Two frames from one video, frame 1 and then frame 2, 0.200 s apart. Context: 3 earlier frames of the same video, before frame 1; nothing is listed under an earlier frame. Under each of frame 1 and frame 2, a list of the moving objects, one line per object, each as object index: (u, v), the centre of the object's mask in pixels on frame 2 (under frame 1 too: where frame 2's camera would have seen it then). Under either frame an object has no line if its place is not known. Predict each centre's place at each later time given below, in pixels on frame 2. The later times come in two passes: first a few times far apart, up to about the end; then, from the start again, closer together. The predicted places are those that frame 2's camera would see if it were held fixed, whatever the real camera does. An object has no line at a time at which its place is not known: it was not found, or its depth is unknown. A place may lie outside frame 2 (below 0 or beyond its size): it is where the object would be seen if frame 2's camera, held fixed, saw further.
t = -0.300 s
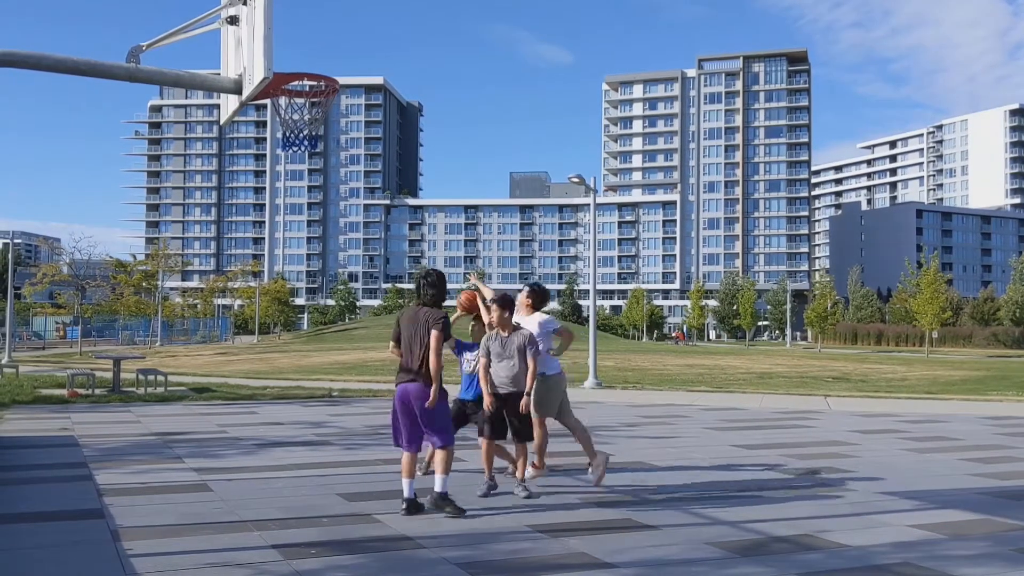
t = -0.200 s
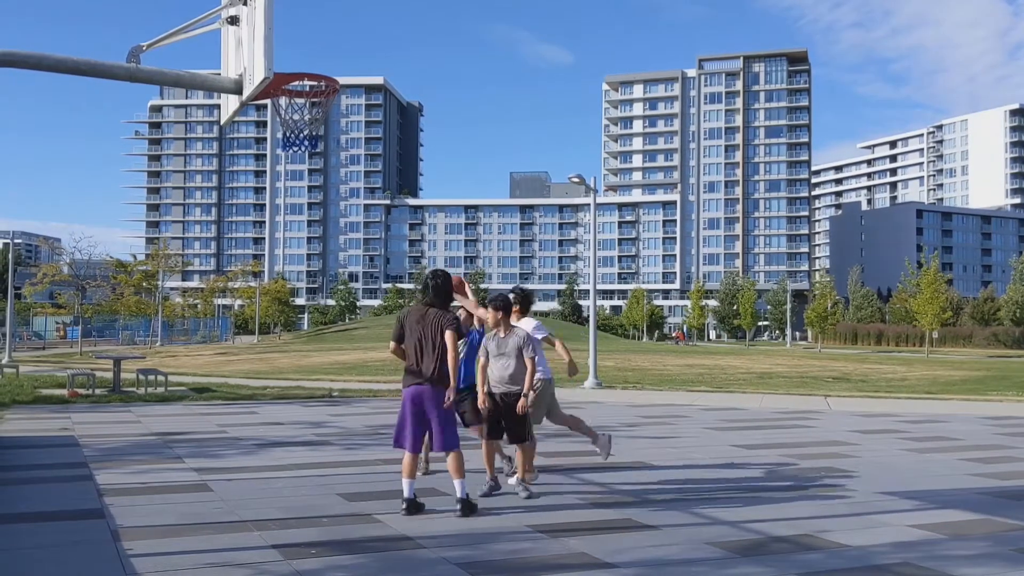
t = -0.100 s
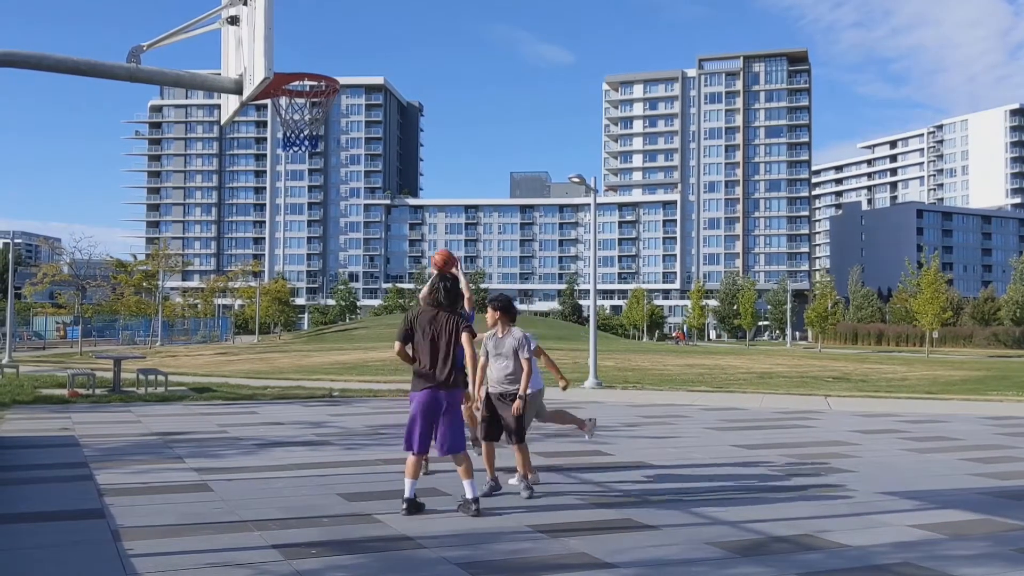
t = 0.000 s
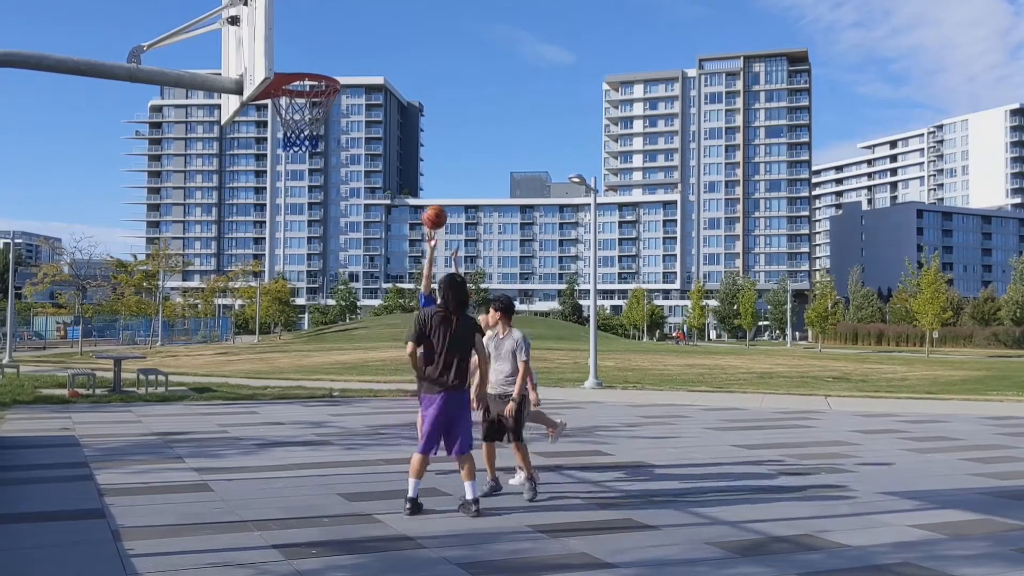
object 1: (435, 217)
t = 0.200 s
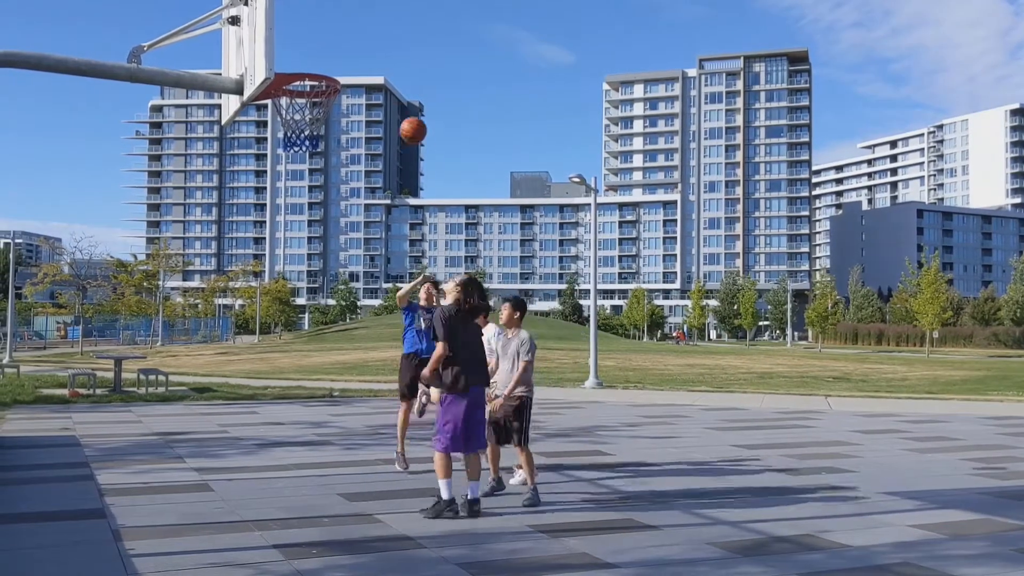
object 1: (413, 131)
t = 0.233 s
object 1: (409, 118)
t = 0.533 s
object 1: (372, 59)
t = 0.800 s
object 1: (353, 86)
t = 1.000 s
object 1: (421, 115)
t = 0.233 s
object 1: (409, 118)
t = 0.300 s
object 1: (401, 98)
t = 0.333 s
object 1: (398, 89)
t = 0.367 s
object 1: (393, 81)
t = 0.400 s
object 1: (389, 74)
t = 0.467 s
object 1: (381, 64)
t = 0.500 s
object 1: (376, 61)
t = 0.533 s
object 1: (372, 59)
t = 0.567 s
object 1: (367, 59)
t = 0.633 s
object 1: (357, 62)
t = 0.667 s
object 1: (352, 66)
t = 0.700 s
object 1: (348, 71)
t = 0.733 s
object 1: (344, 77)
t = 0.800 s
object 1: (353, 86)
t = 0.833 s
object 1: (364, 88)
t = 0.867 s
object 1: (376, 90)
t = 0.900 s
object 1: (388, 95)
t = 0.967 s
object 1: (410, 107)
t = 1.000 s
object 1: (421, 115)
